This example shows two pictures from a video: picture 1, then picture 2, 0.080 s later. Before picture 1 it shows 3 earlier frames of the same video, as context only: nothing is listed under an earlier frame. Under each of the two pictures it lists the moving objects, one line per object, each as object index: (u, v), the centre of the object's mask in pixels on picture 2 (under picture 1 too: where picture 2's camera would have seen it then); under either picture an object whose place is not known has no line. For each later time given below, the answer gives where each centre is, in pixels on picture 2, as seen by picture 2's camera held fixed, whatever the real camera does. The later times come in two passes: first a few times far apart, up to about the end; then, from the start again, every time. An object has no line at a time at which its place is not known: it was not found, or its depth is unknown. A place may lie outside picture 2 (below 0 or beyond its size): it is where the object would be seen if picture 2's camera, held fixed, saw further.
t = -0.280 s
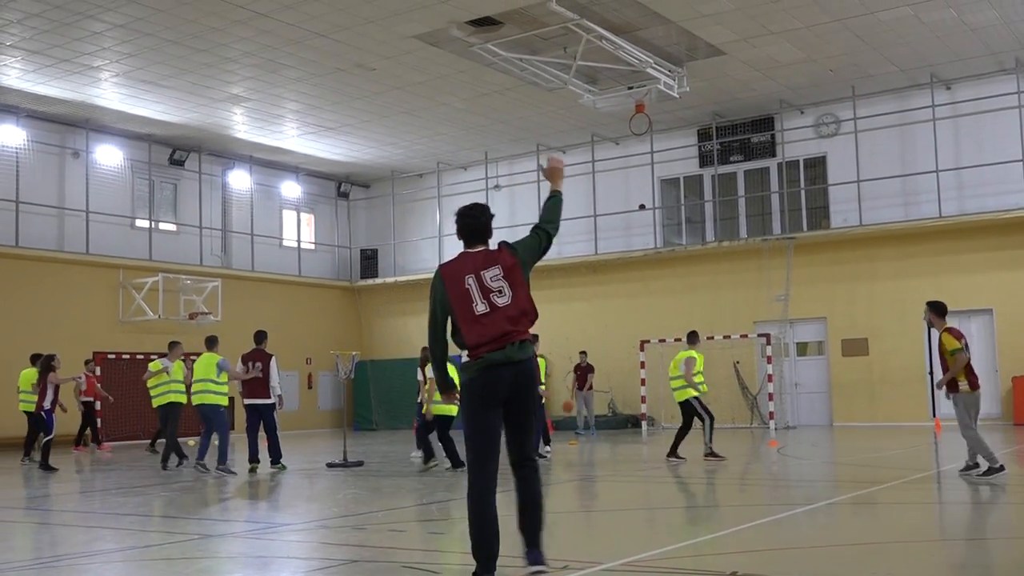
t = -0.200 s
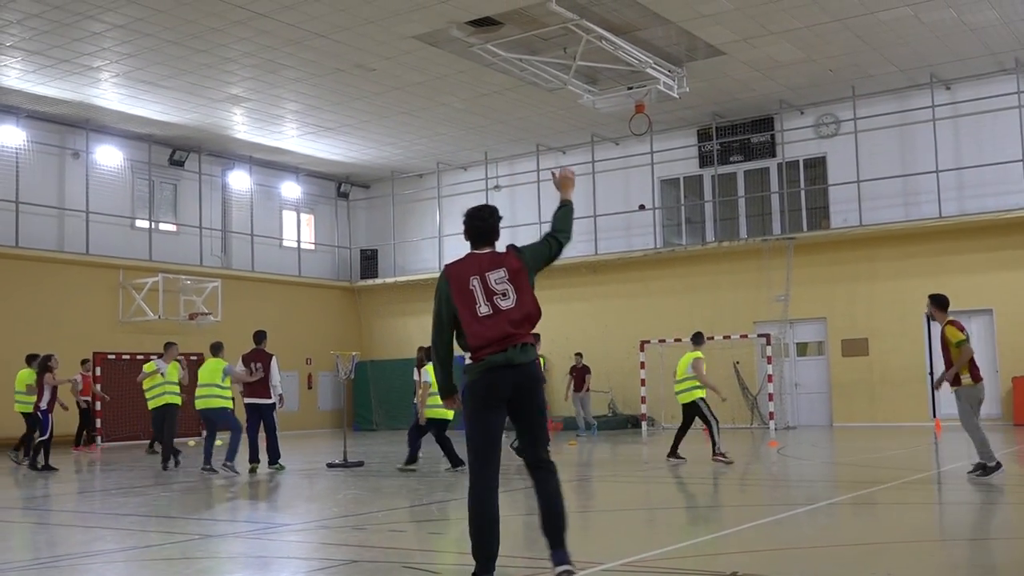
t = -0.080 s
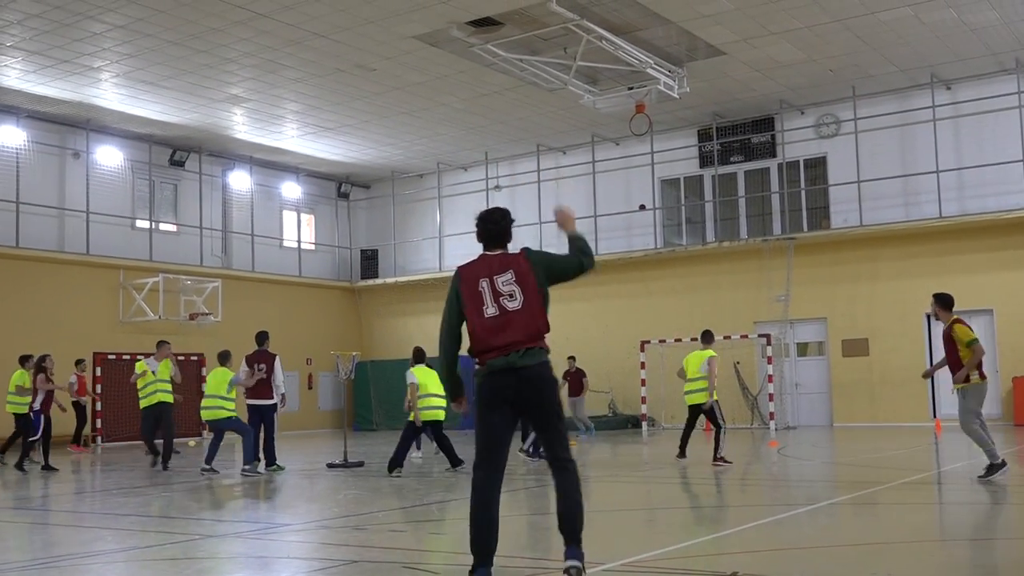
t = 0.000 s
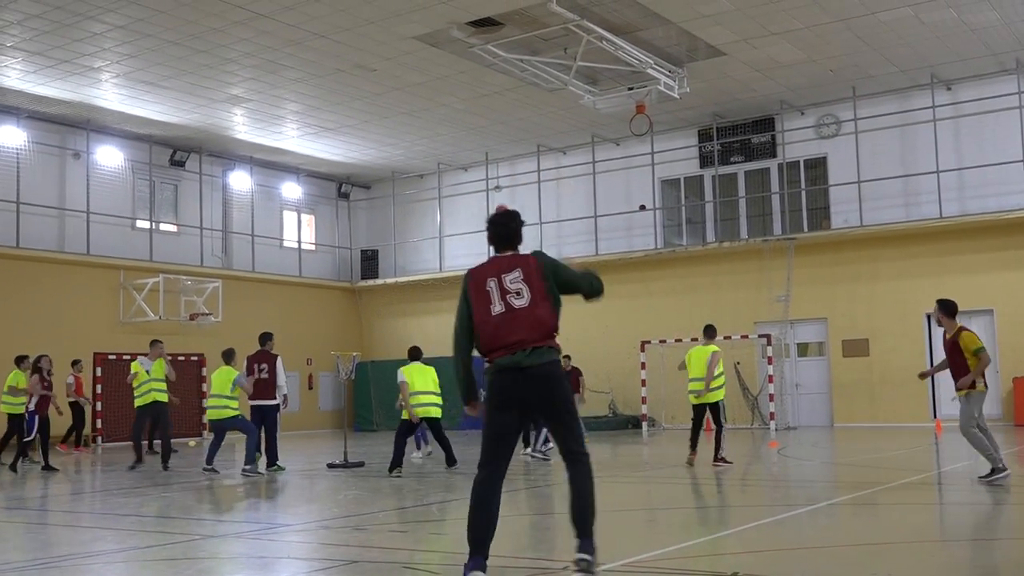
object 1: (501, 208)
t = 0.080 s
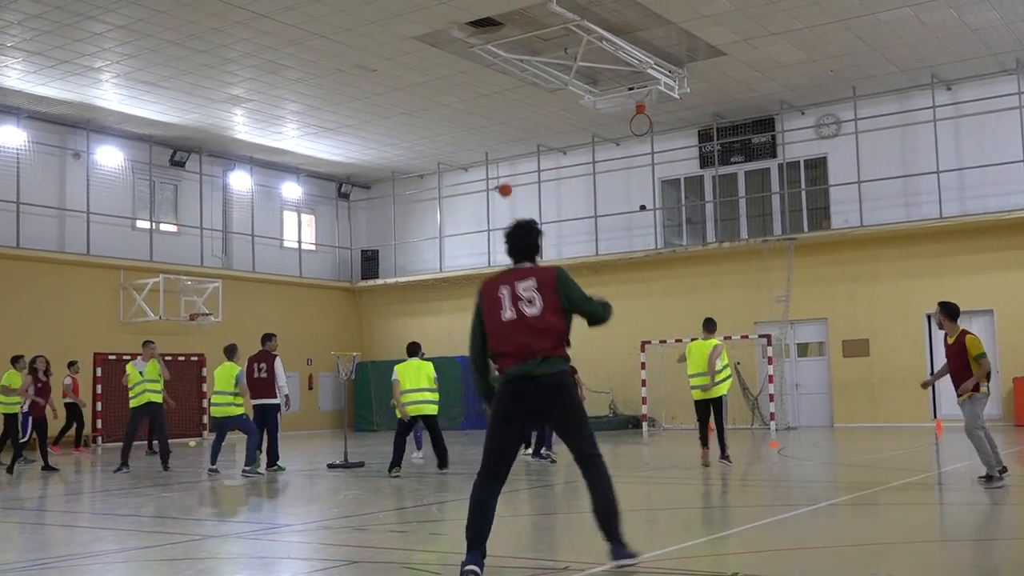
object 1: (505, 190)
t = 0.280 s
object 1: (515, 144)
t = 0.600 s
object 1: (540, 100)
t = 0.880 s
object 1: (579, 111)
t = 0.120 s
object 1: (506, 180)
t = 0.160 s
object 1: (508, 170)
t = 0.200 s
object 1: (510, 161)
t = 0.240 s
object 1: (512, 153)
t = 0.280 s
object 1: (515, 144)
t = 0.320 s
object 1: (517, 136)
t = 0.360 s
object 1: (520, 129)
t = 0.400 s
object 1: (522, 122)
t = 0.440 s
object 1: (525, 117)
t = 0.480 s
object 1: (528, 112)
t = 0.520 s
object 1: (532, 107)
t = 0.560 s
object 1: (536, 103)
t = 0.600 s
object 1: (540, 100)
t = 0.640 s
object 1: (545, 98)
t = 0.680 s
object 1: (549, 98)
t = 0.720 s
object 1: (554, 98)
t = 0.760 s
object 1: (560, 99)
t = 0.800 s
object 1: (565, 101)
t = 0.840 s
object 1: (572, 105)
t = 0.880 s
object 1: (579, 111)
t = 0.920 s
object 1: (587, 118)
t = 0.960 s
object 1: (595, 127)
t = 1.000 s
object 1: (604, 138)
